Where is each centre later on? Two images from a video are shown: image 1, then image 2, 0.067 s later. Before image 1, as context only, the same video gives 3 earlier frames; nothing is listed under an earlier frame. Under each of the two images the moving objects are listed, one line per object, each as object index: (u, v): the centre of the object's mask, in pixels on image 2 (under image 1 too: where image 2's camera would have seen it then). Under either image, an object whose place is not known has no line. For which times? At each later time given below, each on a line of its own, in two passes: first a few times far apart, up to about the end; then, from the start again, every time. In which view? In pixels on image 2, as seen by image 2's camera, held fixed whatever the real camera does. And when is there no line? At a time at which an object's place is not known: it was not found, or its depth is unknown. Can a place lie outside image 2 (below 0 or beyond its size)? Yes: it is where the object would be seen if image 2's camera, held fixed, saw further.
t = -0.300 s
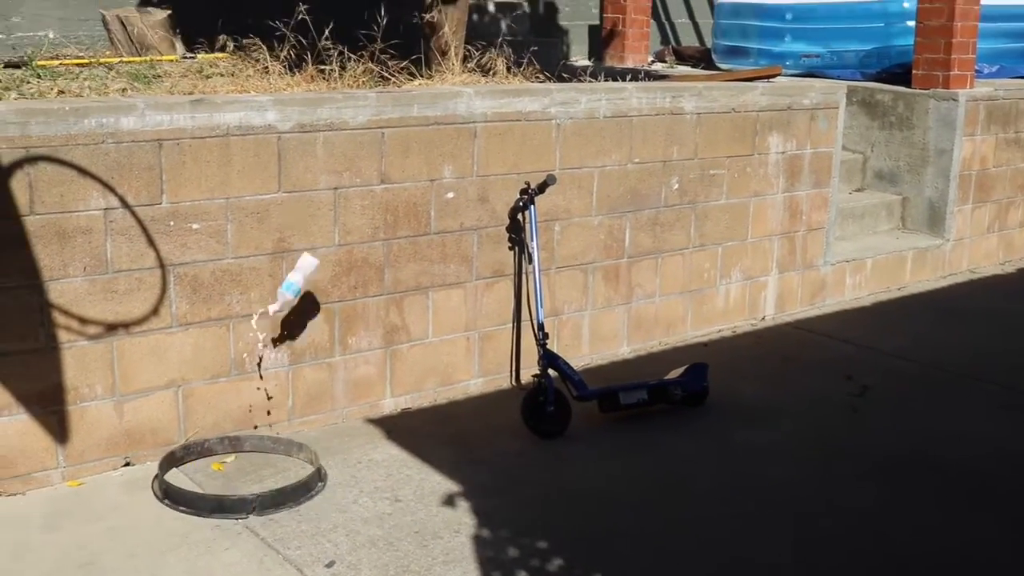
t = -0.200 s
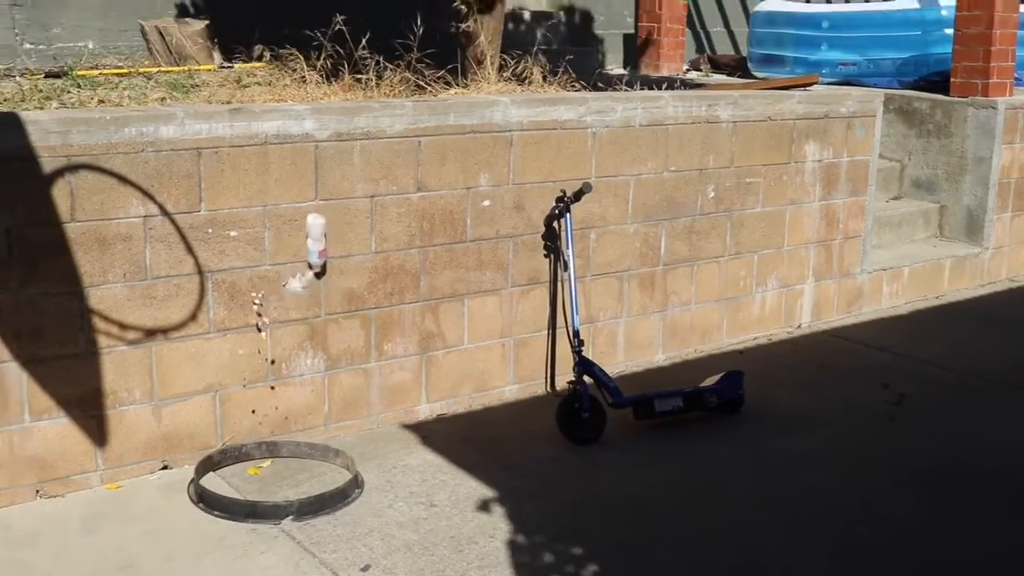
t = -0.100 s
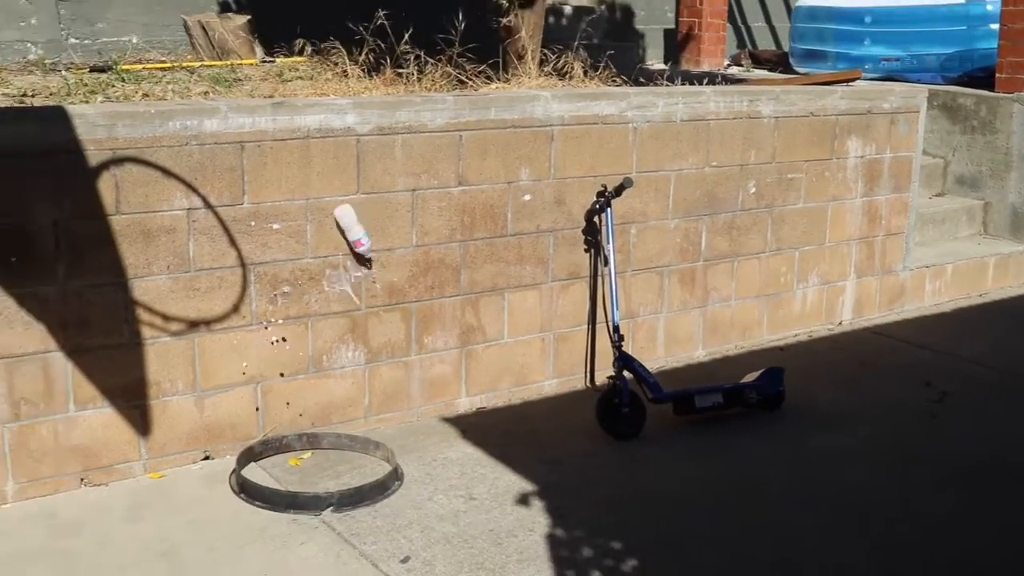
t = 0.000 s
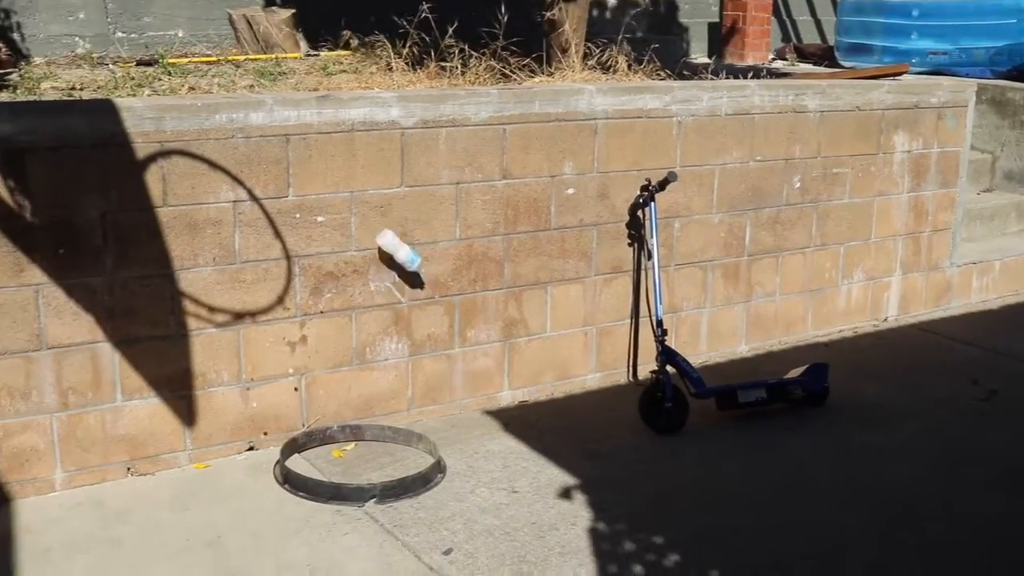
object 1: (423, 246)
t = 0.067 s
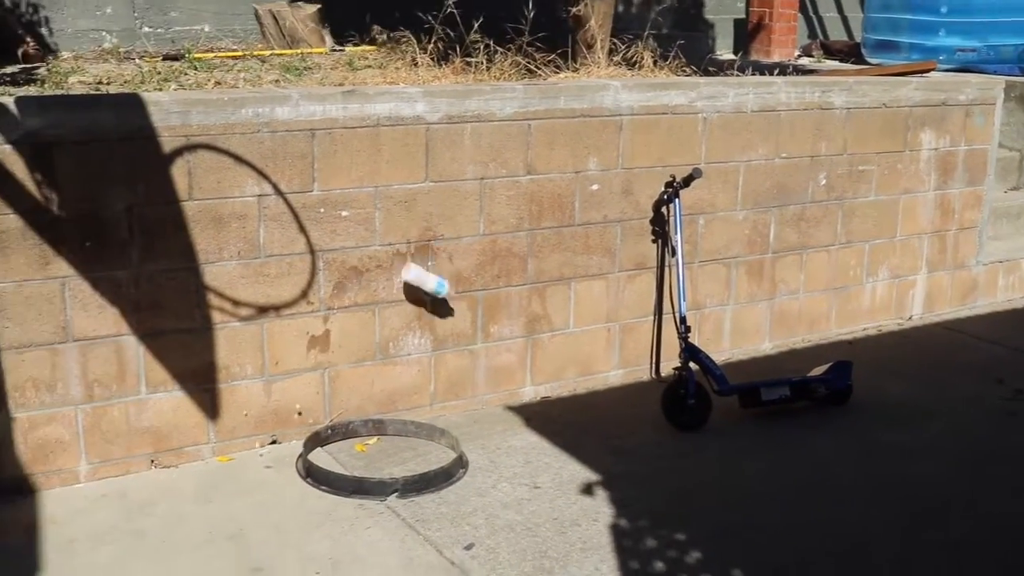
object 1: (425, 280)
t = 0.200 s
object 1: (434, 386)
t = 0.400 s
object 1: (441, 414)
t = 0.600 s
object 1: (445, 417)
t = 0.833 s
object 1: (447, 416)
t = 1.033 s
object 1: (447, 417)
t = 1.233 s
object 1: (448, 417)
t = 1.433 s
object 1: (448, 419)
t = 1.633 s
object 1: (448, 419)
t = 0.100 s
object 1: (427, 302)
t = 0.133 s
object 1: (429, 327)
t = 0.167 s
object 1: (431, 355)
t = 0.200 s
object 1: (434, 386)
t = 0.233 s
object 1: (441, 416)
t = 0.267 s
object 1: (445, 420)
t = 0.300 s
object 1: (442, 417)
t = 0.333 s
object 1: (441, 414)
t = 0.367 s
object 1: (440, 413)
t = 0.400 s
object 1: (441, 414)
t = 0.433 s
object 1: (441, 417)
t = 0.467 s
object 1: (443, 417)
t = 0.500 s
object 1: (443, 417)
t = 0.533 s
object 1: (444, 417)
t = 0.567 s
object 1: (444, 416)
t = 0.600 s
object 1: (445, 417)
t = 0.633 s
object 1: (444, 416)
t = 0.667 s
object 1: (445, 416)
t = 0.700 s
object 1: (446, 416)
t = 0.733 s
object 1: (446, 416)
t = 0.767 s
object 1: (447, 415)
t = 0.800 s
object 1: (447, 416)
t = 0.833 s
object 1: (447, 416)
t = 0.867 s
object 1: (447, 417)
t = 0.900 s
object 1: (447, 417)
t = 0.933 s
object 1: (447, 417)
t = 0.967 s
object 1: (447, 417)
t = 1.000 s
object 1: (447, 417)
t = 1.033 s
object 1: (447, 417)
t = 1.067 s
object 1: (447, 417)
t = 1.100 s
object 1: (446, 417)
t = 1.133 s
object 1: (447, 417)
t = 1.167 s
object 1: (447, 417)
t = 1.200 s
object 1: (447, 417)
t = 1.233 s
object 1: (448, 417)
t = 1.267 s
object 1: (447, 417)
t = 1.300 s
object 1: (448, 418)
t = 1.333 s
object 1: (447, 418)
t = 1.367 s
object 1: (447, 418)
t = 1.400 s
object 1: (447, 418)
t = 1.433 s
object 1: (448, 419)
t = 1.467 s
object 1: (448, 419)
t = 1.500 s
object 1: (449, 419)
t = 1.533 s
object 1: (447, 419)
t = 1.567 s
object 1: (447, 418)
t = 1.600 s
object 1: (448, 418)
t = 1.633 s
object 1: (448, 419)
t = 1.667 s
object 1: (448, 416)
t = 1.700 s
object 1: (450, 416)
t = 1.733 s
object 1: (449, 417)
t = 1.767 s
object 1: (448, 417)
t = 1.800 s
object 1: (451, 416)
